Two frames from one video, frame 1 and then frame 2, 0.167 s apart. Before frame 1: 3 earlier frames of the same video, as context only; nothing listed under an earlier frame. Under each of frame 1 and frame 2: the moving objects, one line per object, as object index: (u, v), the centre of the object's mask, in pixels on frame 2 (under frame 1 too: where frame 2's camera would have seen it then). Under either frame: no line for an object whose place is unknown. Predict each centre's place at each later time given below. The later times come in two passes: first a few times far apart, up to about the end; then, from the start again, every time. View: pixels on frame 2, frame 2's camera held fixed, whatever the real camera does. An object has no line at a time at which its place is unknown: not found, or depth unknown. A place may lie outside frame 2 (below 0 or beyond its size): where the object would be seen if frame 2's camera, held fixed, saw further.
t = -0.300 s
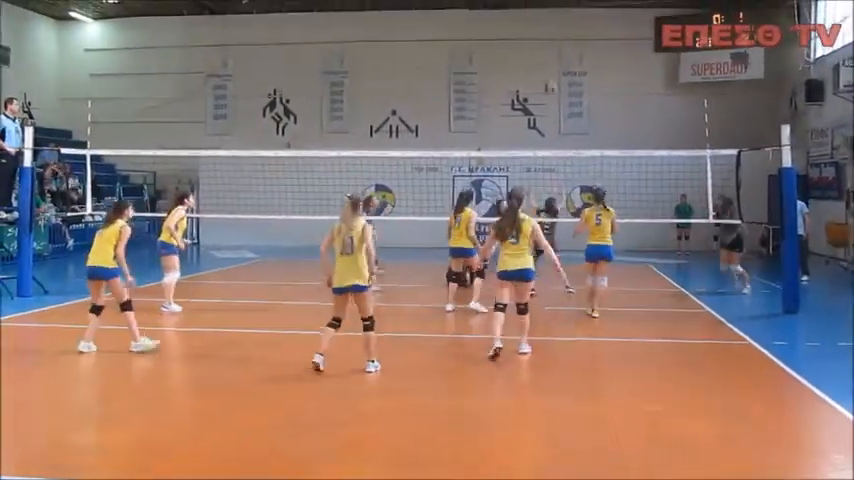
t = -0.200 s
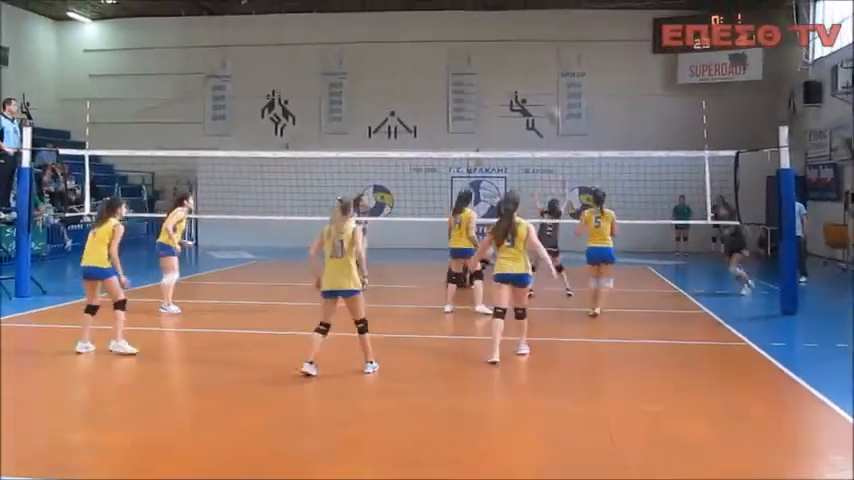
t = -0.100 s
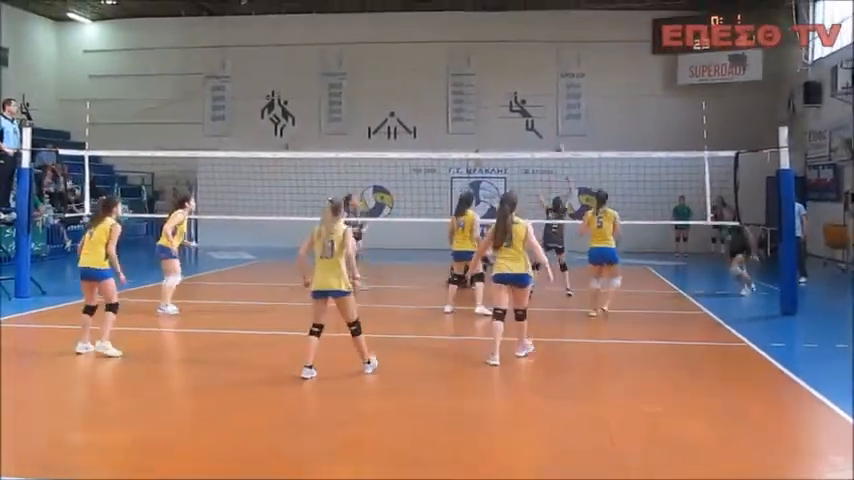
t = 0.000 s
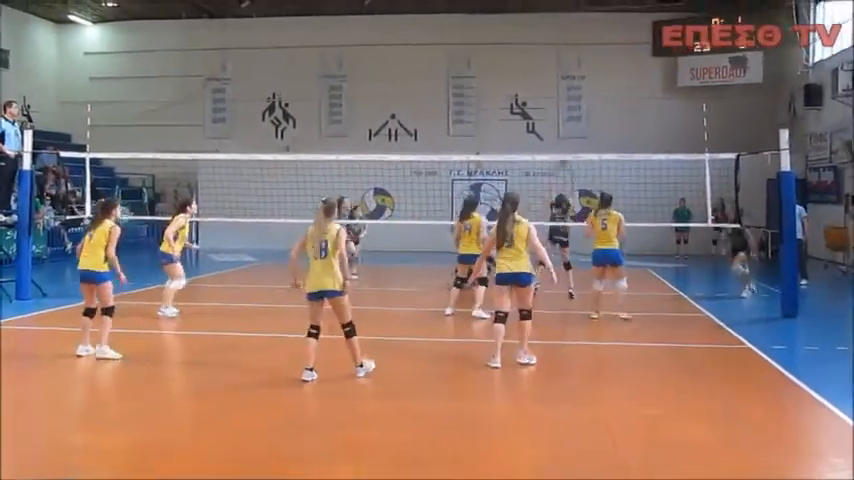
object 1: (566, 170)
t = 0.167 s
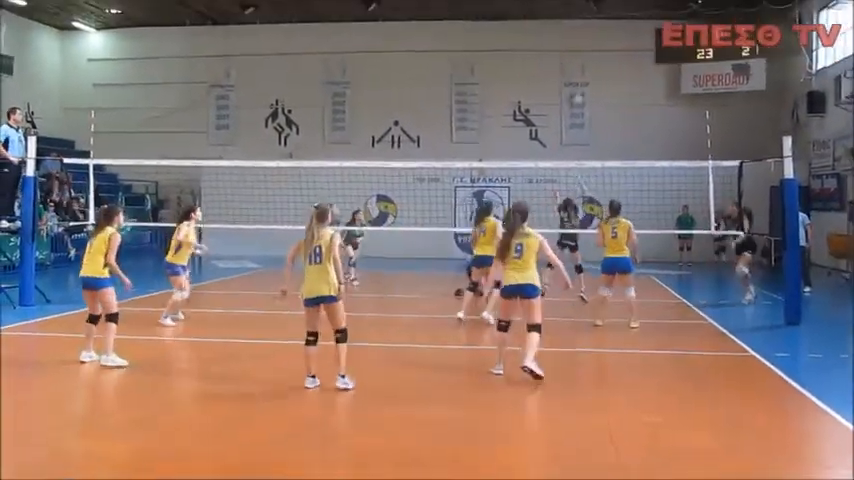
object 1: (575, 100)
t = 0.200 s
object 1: (579, 87)
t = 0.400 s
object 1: (584, 40)
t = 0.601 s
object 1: (594, 17)
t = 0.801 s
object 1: (601, 16)
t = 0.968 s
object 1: (610, 37)
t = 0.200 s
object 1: (579, 87)
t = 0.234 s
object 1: (580, 76)
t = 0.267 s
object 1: (581, 69)
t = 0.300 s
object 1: (582, 61)
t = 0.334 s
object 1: (583, 52)
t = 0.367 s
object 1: (584, 48)
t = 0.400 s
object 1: (584, 40)
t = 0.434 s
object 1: (586, 34)
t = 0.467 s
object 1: (587, 29)
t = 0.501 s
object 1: (589, 26)
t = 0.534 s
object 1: (592, 20)
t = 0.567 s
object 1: (593, 18)
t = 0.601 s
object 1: (594, 17)
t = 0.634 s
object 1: (595, 14)
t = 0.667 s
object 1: (596, 14)
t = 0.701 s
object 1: (597, 14)
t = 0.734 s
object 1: (599, 14)
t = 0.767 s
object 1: (600, 15)
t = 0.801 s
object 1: (601, 16)
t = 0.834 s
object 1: (603, 20)
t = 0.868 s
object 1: (605, 23)
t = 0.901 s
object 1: (608, 26)
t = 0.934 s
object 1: (609, 31)
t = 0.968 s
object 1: (610, 37)
